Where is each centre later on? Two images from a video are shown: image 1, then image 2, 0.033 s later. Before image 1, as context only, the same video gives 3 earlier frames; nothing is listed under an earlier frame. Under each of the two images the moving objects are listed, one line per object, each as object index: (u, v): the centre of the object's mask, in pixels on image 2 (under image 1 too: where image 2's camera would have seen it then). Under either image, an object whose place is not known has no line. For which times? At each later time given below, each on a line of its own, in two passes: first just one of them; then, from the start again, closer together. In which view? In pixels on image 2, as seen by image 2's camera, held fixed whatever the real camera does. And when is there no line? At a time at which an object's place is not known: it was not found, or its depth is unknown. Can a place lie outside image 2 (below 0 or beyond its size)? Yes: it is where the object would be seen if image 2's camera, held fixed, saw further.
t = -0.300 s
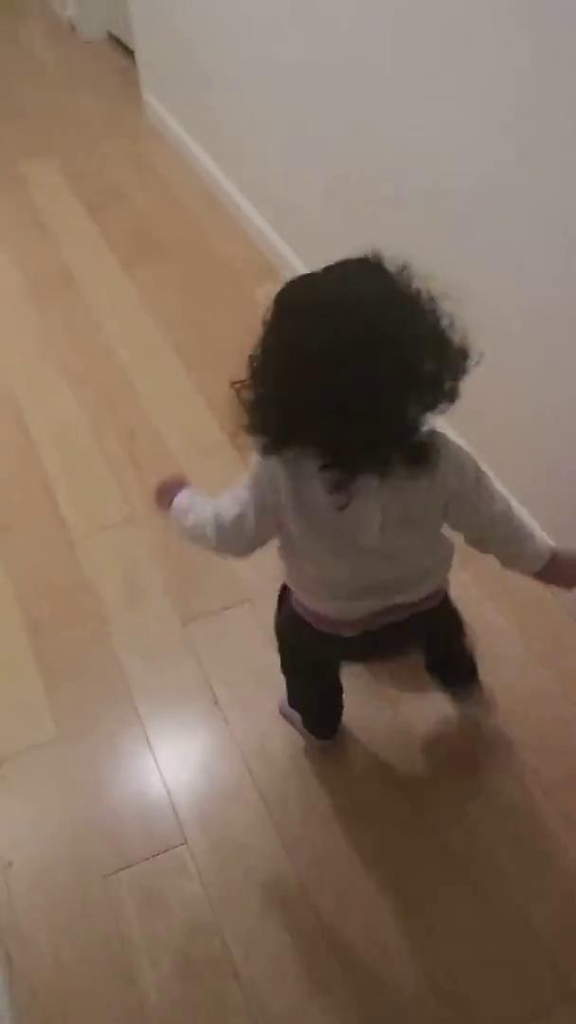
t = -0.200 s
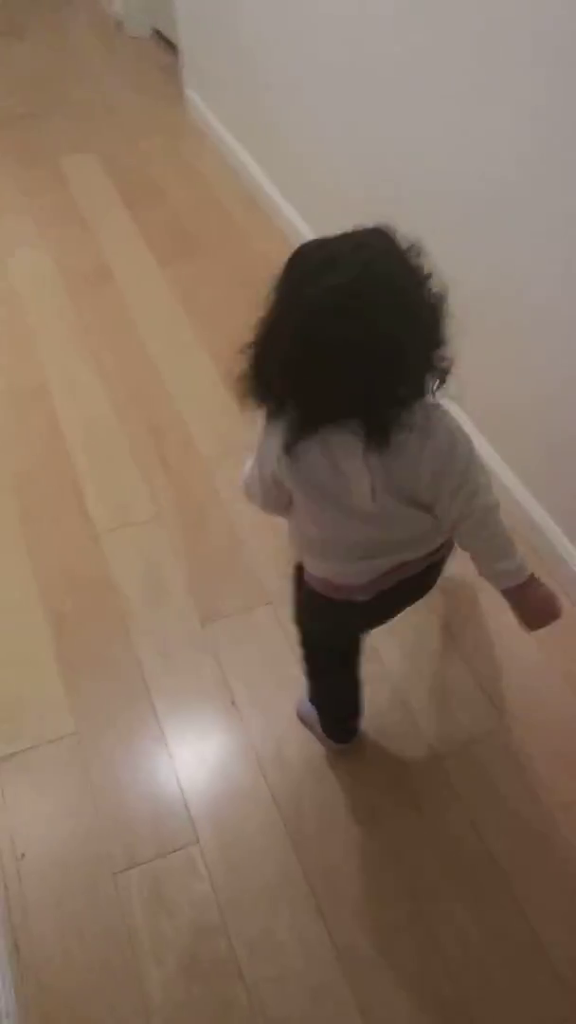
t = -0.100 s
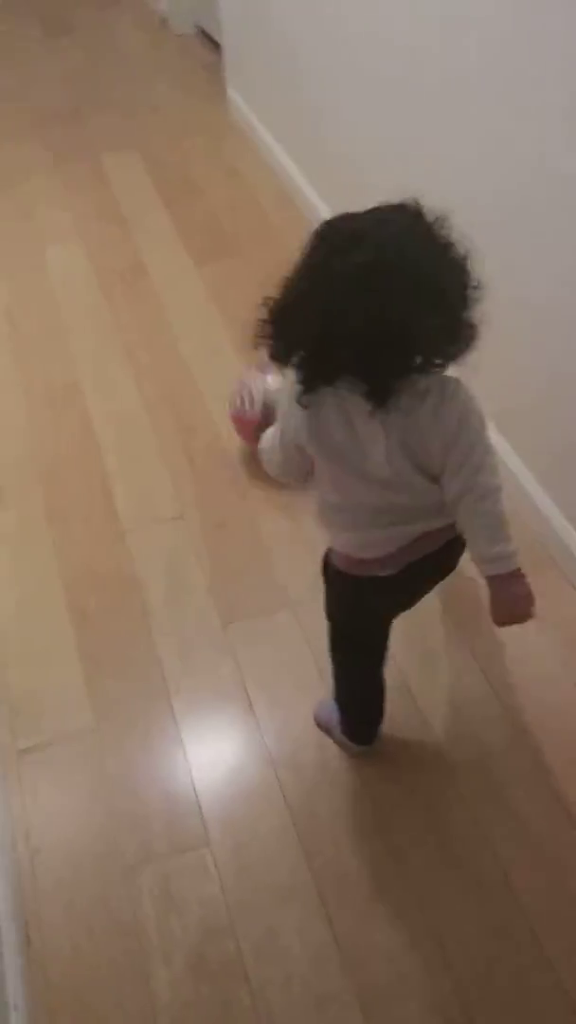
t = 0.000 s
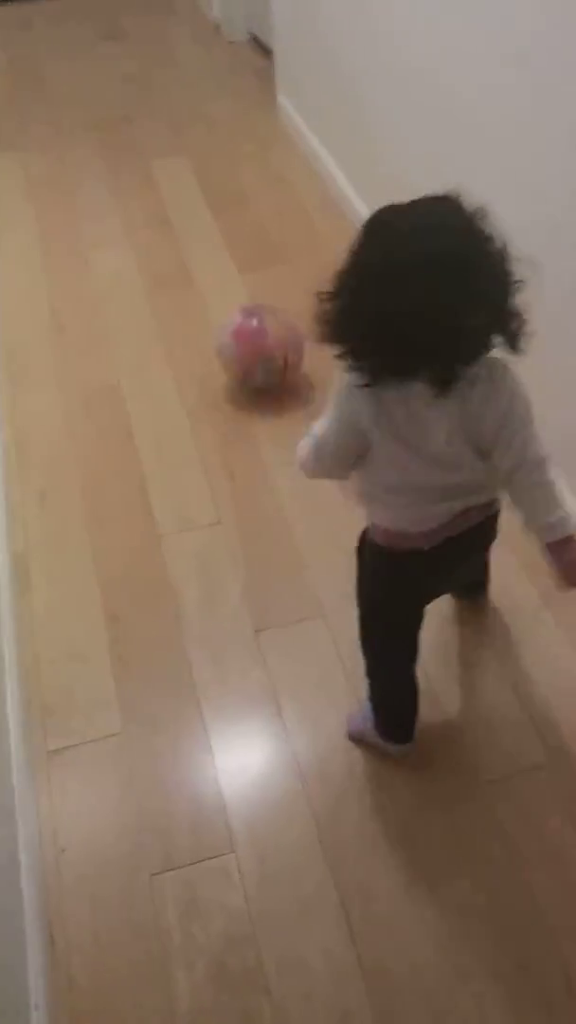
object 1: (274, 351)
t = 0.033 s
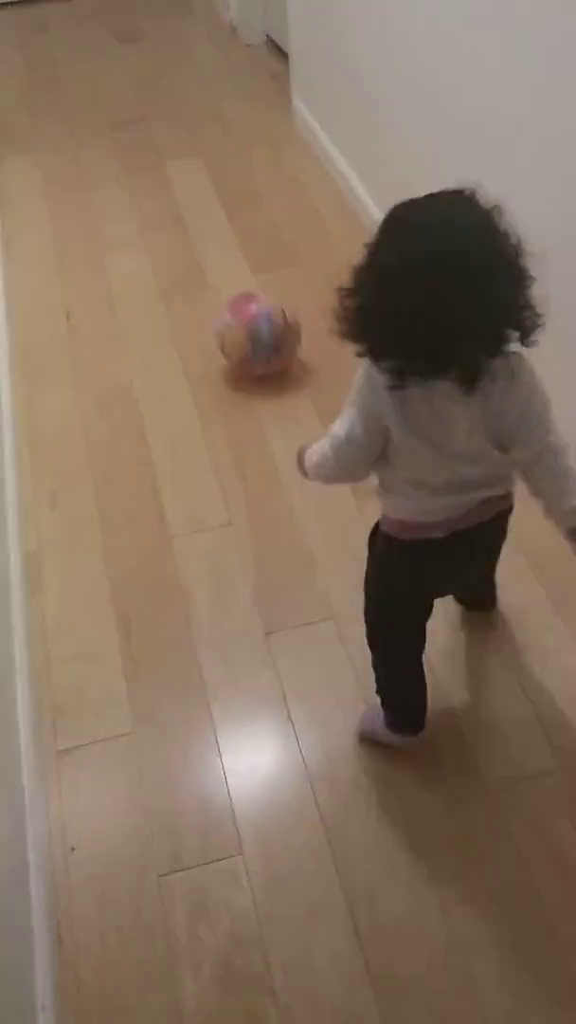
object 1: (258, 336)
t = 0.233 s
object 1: (194, 256)
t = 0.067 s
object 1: (247, 320)
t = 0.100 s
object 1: (233, 303)
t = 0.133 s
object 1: (222, 294)
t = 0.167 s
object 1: (212, 280)
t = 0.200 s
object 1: (203, 266)
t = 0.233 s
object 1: (194, 256)
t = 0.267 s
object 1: (184, 244)
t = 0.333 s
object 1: (167, 223)
